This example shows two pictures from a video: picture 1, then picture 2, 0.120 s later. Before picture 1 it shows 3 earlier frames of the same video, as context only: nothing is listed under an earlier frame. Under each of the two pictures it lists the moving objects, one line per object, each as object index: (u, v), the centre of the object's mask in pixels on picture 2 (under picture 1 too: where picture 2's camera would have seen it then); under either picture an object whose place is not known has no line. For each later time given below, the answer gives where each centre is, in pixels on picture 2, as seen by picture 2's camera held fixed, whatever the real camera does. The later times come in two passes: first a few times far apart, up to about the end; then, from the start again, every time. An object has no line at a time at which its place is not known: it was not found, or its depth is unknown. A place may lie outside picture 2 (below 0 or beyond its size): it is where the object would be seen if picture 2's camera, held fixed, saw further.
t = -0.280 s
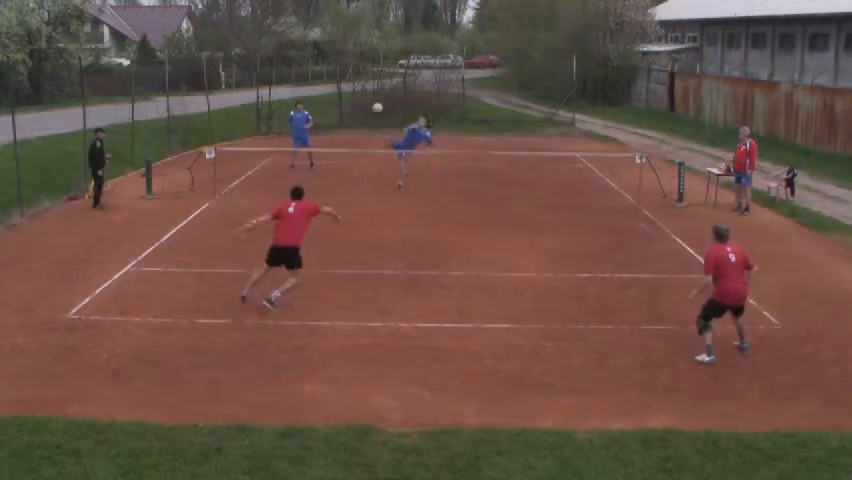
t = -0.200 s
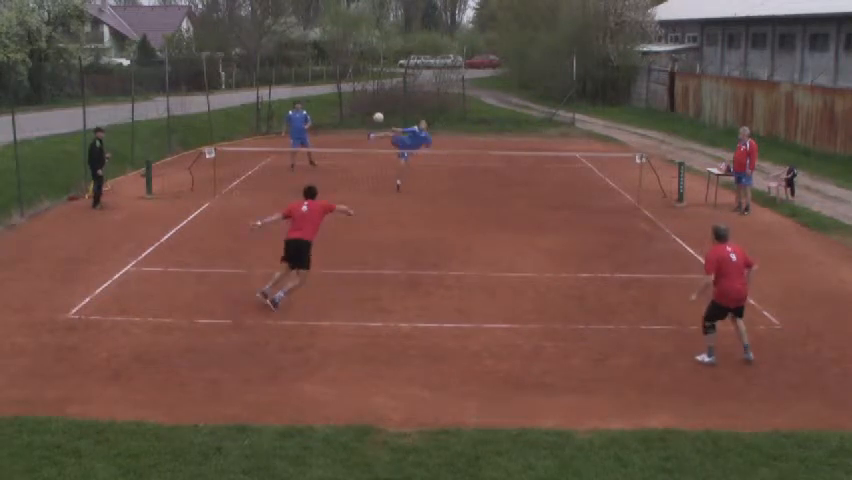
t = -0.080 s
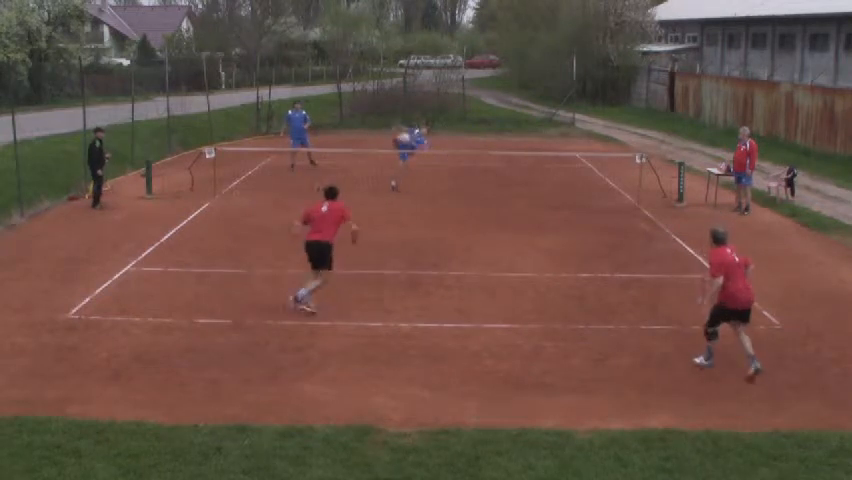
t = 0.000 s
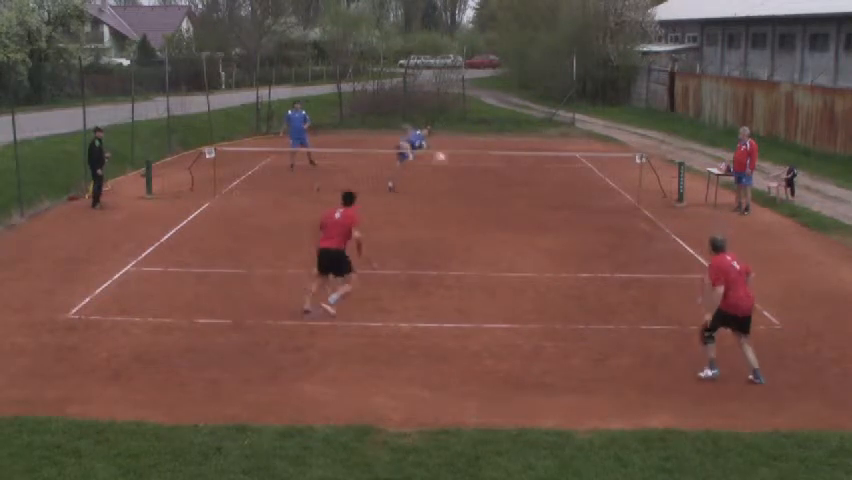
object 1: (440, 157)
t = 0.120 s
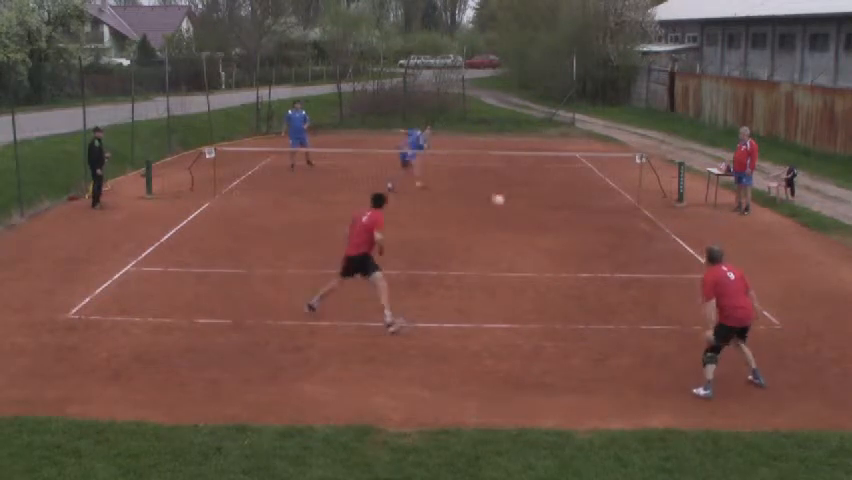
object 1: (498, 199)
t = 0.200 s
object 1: (536, 219)
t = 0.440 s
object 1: (633, 185)
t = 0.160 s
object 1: (519, 217)
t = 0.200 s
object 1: (536, 219)
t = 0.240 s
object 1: (551, 211)
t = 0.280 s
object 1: (567, 204)
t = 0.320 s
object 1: (583, 198)
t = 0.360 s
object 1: (599, 193)
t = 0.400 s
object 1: (616, 188)
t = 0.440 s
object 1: (633, 185)
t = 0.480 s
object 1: (651, 183)
